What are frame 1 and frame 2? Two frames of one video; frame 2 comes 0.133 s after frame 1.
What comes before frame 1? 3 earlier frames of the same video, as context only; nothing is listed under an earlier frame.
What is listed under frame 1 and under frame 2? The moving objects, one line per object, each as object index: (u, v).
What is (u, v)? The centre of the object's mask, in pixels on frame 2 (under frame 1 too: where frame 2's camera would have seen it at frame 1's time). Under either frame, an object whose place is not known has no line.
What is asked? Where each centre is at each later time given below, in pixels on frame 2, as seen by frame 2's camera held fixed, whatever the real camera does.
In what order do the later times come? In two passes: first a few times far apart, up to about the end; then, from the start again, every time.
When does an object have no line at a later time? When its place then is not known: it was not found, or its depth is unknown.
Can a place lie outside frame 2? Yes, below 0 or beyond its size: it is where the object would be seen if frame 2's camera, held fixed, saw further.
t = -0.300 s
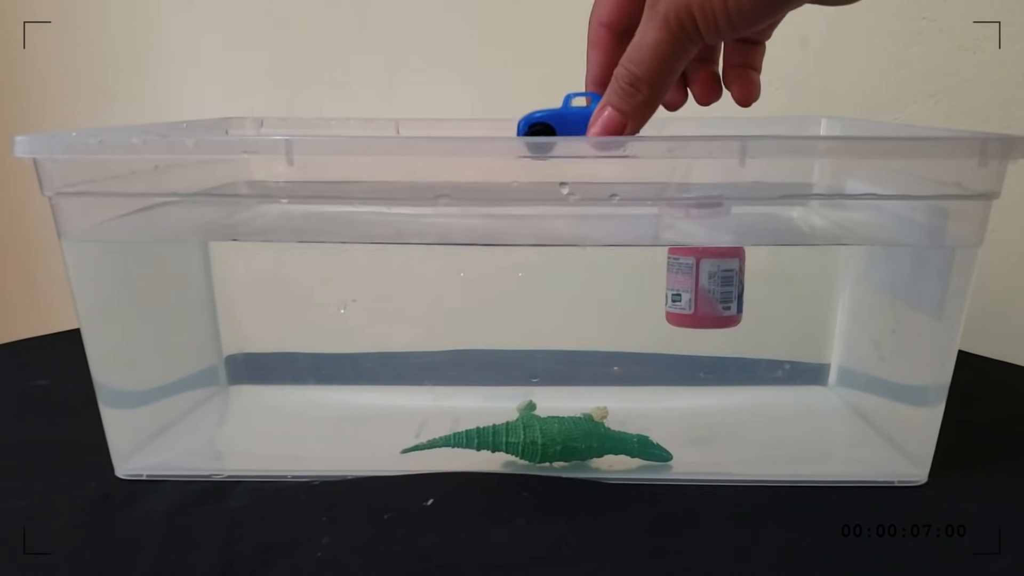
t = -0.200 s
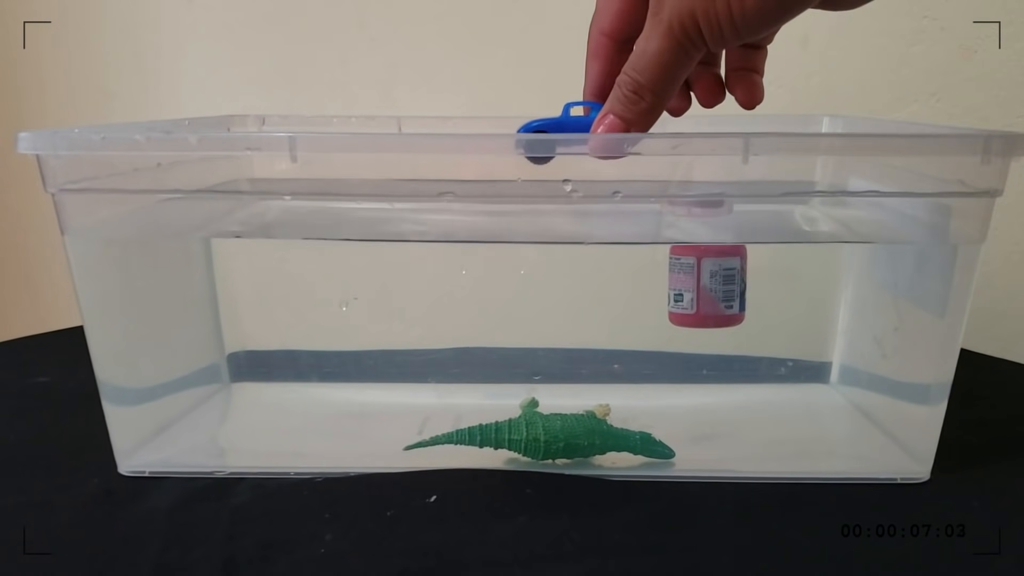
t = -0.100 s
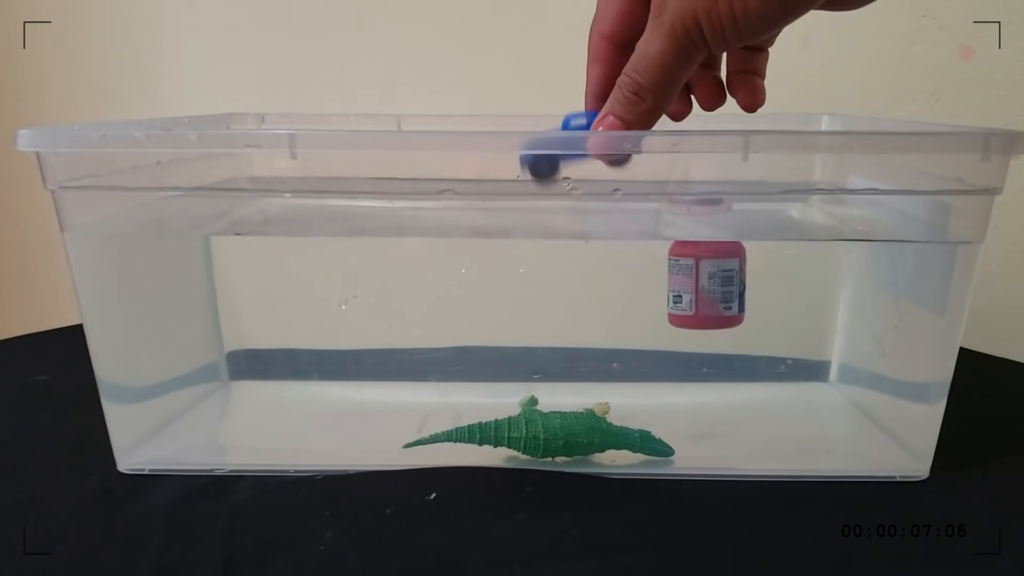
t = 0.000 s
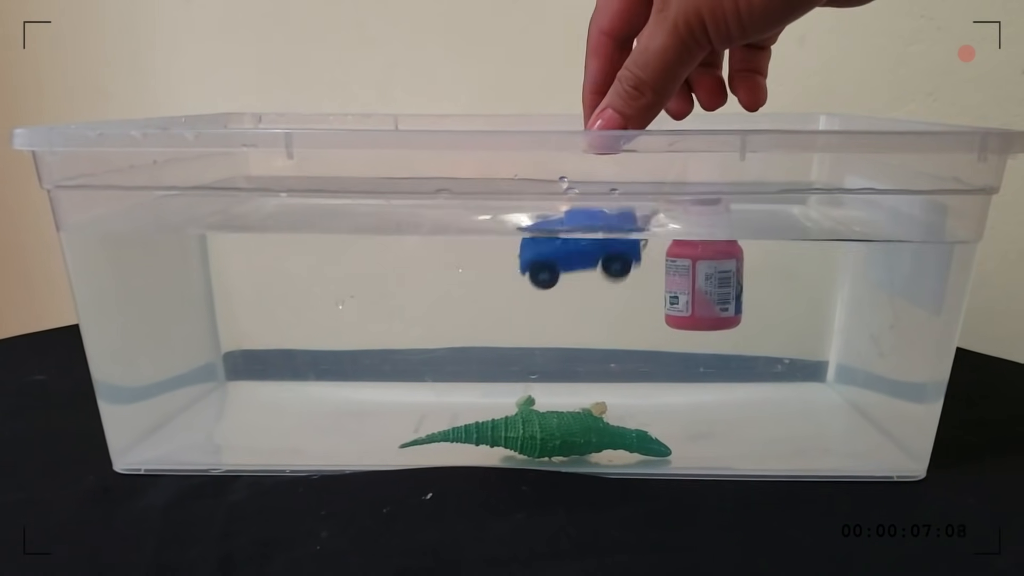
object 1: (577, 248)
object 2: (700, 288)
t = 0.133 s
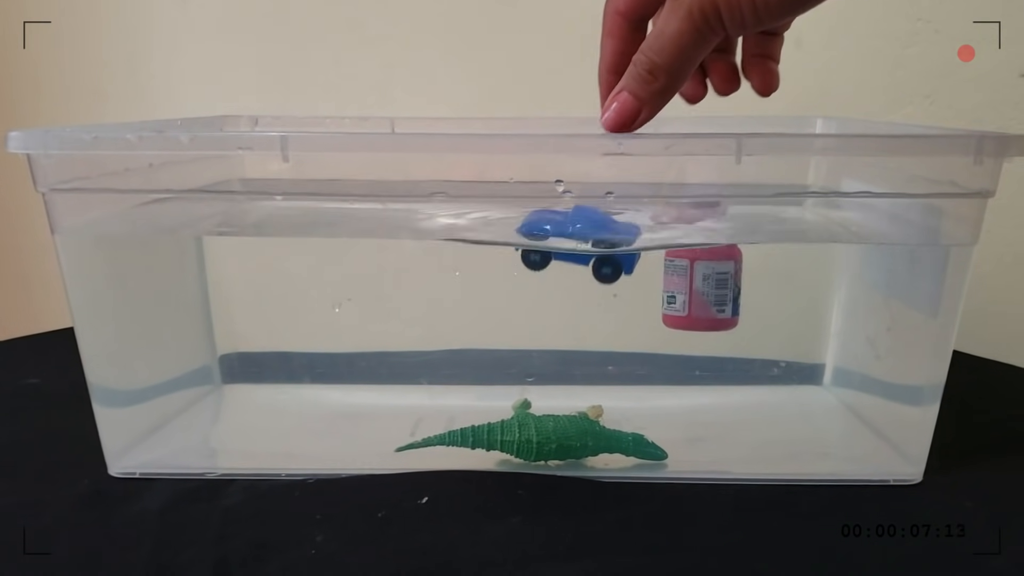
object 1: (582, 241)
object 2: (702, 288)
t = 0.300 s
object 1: (586, 251)
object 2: (705, 284)
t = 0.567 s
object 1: (588, 246)
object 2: (707, 287)
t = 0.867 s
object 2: (708, 288)
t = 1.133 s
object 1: (591, 243)
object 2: (712, 286)
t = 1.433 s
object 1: (590, 245)
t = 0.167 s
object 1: (582, 237)
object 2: (703, 289)
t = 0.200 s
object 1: (584, 239)
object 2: (703, 289)
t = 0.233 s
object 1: (585, 244)
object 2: (704, 286)
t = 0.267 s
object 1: (587, 249)
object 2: (705, 285)
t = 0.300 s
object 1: (586, 251)
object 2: (705, 284)
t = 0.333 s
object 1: (586, 250)
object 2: (706, 284)
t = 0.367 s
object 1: (587, 248)
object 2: (706, 284)
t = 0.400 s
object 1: (588, 246)
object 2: (706, 285)
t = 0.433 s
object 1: (587, 245)
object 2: (706, 286)
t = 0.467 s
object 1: (587, 244)
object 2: (706, 286)
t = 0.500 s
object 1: (588, 245)
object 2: (707, 286)
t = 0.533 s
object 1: (588, 246)
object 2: (707, 287)
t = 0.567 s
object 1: (588, 246)
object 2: (707, 287)
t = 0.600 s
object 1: (587, 246)
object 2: (707, 288)
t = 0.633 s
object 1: (587, 246)
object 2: (707, 288)
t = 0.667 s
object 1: (588, 246)
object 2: (707, 288)
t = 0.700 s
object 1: (587, 246)
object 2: (707, 288)
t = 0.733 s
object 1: (587, 246)
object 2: (707, 288)
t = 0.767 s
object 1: (586, 247)
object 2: (707, 288)
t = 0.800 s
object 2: (707, 288)
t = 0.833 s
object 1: (586, 247)
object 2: (708, 288)
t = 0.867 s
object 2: (708, 288)
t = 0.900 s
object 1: (586, 247)
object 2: (708, 288)
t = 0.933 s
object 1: (587, 247)
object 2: (708, 287)
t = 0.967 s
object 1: (587, 247)
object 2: (709, 287)
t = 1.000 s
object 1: (589, 246)
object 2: (709, 287)
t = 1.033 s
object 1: (590, 246)
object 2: (710, 286)
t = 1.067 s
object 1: (591, 245)
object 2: (710, 286)
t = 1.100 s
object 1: (591, 244)
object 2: (711, 286)
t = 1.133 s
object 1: (591, 243)
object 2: (712, 286)
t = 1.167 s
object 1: (591, 243)
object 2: (712, 286)
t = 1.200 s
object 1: (591, 243)
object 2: (713, 286)
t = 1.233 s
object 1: (591, 243)
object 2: (714, 286)
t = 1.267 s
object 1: (591, 245)
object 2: (714, 286)
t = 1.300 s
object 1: (591, 245)
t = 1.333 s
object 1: (591, 245)
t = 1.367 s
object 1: (591, 245)
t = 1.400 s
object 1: (590, 244)
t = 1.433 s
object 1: (590, 245)
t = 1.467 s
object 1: (589, 244)
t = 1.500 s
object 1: (588, 245)
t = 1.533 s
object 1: (587, 249)
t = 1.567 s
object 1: (587, 248)
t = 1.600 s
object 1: (586, 247)
